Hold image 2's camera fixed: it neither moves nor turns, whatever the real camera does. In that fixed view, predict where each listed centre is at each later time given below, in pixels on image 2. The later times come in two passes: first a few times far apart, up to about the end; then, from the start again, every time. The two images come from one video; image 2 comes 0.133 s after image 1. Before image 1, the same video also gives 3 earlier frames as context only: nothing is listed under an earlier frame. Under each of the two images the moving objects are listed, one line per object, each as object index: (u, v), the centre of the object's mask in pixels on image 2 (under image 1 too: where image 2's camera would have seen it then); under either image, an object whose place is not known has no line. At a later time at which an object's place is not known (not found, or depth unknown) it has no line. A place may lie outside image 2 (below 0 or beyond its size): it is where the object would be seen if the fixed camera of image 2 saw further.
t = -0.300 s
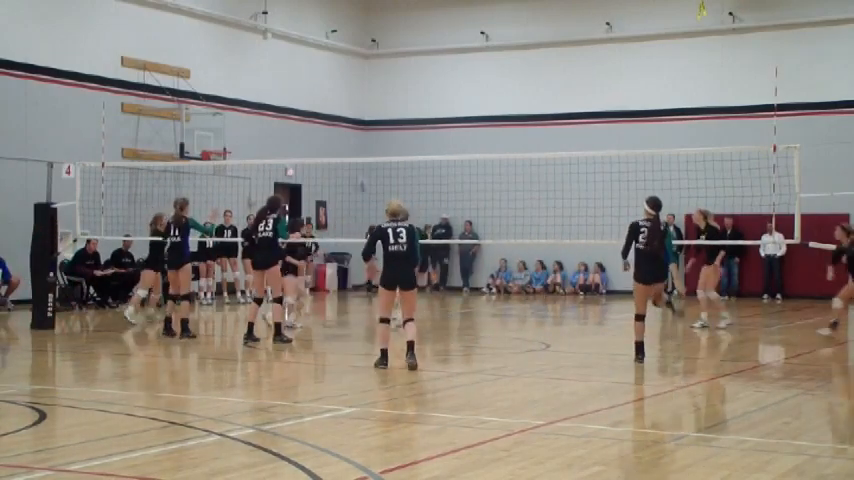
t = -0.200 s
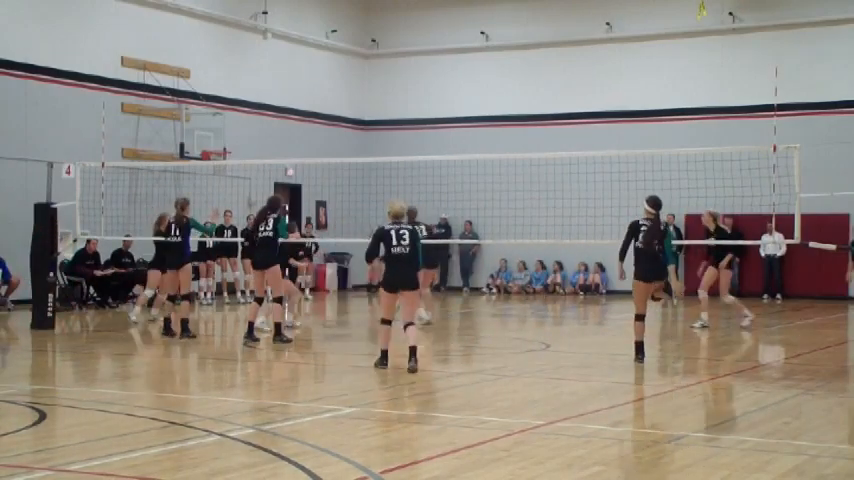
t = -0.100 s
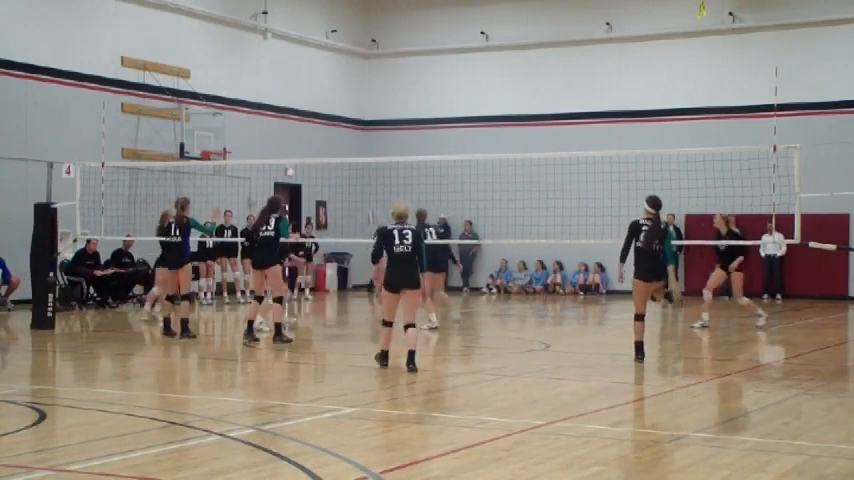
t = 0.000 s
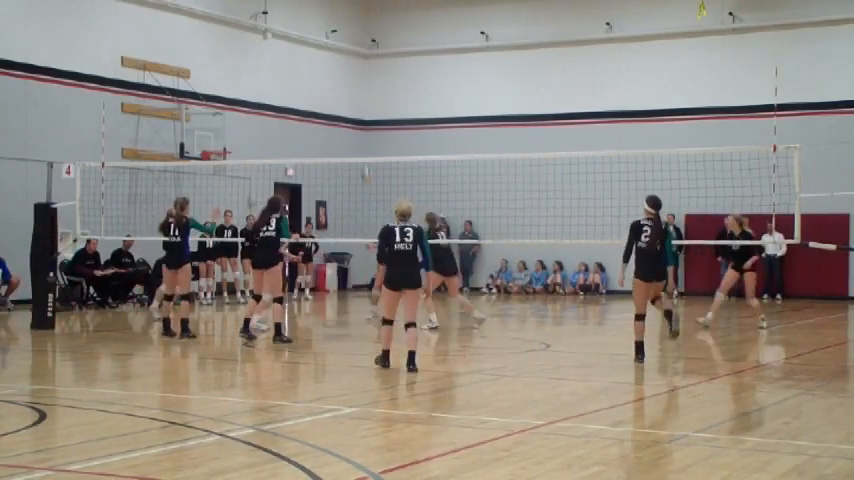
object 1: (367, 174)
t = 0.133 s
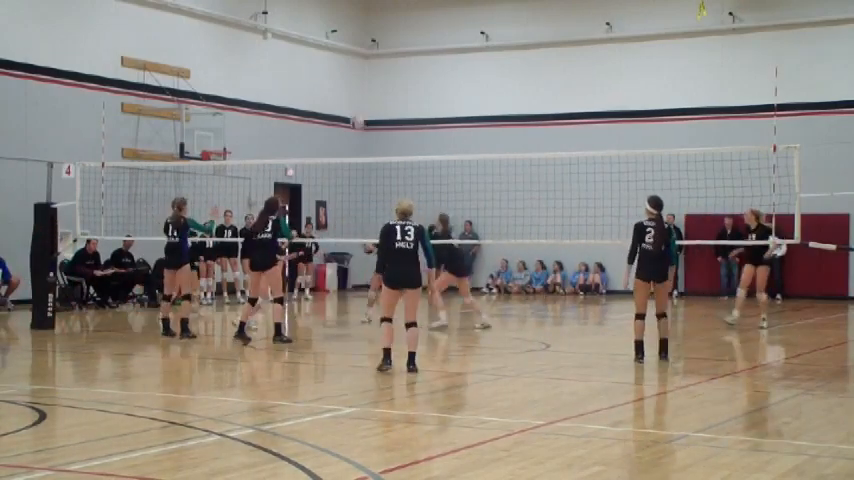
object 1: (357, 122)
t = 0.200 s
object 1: (353, 103)
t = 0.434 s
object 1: (334, 51)
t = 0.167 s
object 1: (356, 119)
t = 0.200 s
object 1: (353, 103)
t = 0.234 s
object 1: (348, 92)
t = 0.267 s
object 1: (347, 85)
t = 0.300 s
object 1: (344, 77)
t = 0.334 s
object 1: (341, 66)
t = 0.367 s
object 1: (340, 62)
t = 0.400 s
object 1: (337, 57)
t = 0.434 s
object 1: (334, 51)
